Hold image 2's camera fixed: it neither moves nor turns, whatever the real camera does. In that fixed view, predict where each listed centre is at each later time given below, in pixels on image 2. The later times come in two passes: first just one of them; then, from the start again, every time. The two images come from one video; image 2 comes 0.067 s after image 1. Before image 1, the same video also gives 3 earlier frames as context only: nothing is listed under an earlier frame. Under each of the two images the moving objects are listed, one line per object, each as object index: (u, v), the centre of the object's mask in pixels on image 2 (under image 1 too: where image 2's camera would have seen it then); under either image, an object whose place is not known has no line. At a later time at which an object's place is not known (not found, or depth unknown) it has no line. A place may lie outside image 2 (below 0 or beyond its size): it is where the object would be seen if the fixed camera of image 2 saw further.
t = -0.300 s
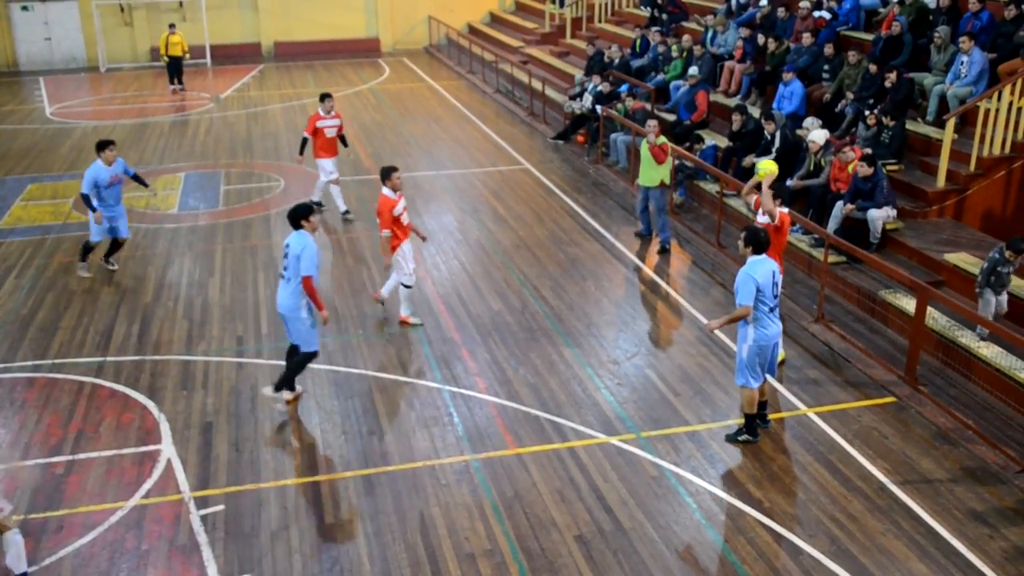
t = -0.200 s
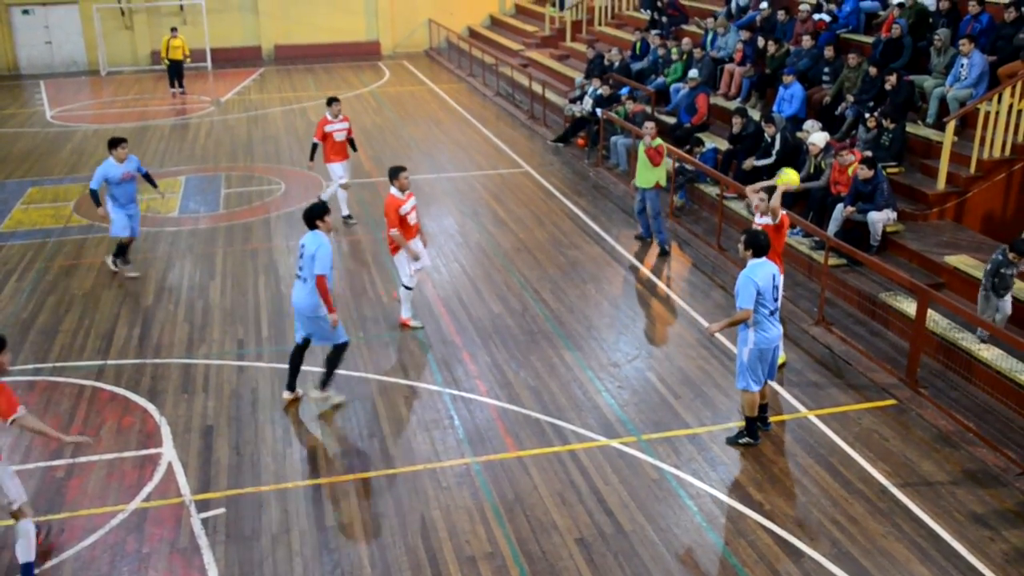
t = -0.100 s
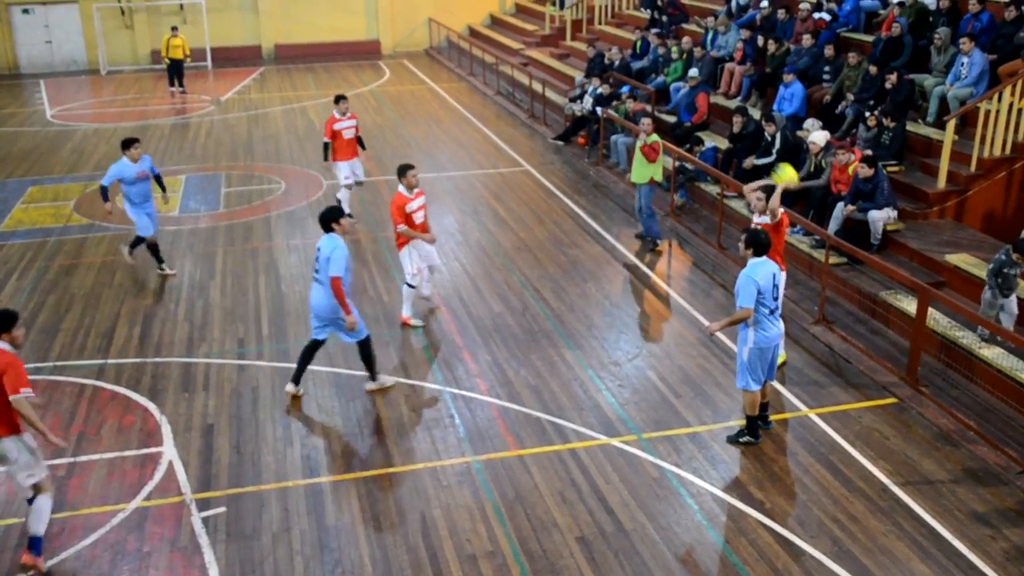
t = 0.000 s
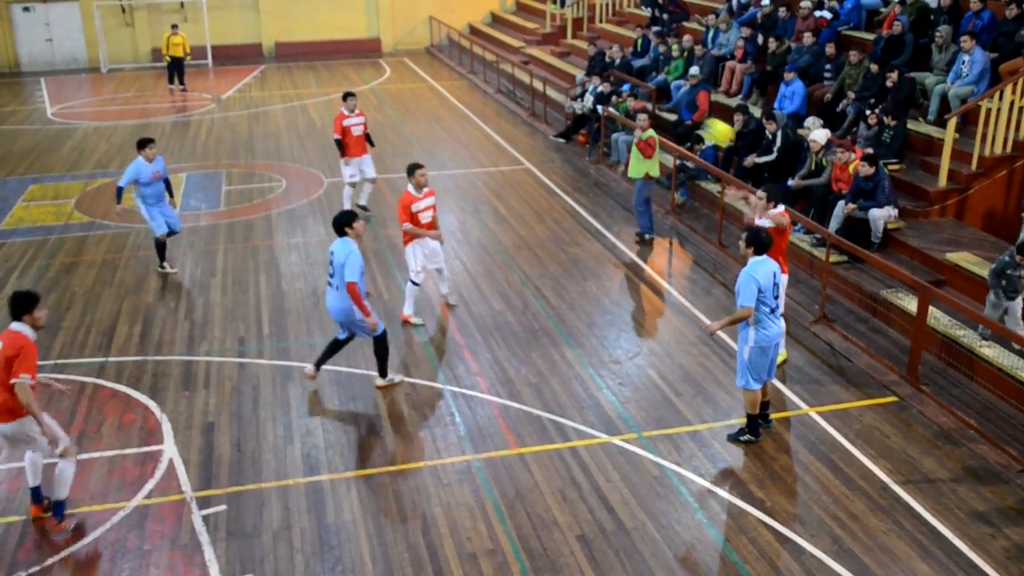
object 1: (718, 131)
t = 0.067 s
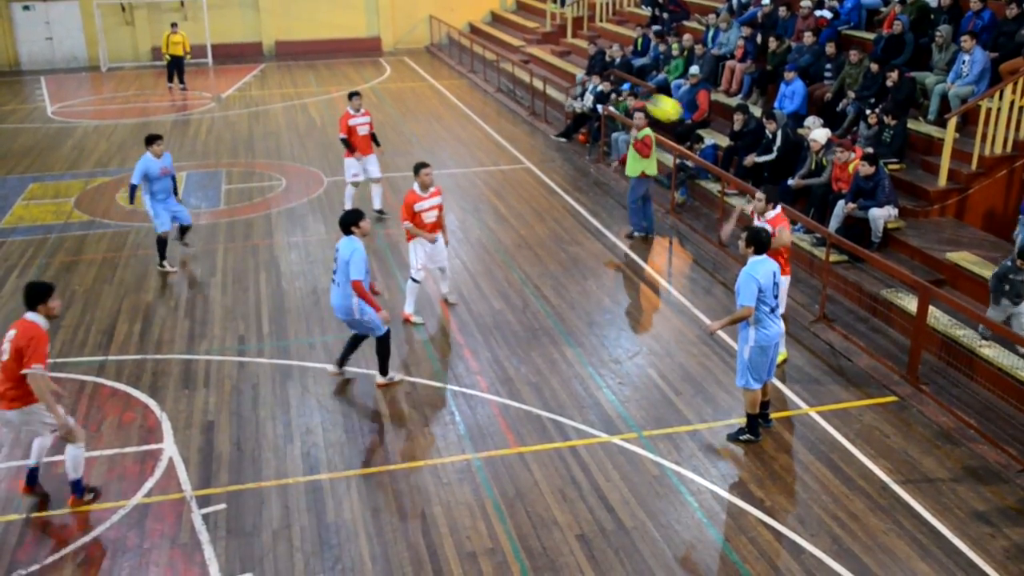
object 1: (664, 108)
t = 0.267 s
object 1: (493, 66)
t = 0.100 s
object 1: (637, 99)
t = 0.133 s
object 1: (609, 89)
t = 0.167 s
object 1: (580, 81)
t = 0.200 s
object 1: (552, 76)
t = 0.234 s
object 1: (522, 71)
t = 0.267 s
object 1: (493, 66)
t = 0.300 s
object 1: (464, 64)
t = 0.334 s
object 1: (434, 63)
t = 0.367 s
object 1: (403, 63)
